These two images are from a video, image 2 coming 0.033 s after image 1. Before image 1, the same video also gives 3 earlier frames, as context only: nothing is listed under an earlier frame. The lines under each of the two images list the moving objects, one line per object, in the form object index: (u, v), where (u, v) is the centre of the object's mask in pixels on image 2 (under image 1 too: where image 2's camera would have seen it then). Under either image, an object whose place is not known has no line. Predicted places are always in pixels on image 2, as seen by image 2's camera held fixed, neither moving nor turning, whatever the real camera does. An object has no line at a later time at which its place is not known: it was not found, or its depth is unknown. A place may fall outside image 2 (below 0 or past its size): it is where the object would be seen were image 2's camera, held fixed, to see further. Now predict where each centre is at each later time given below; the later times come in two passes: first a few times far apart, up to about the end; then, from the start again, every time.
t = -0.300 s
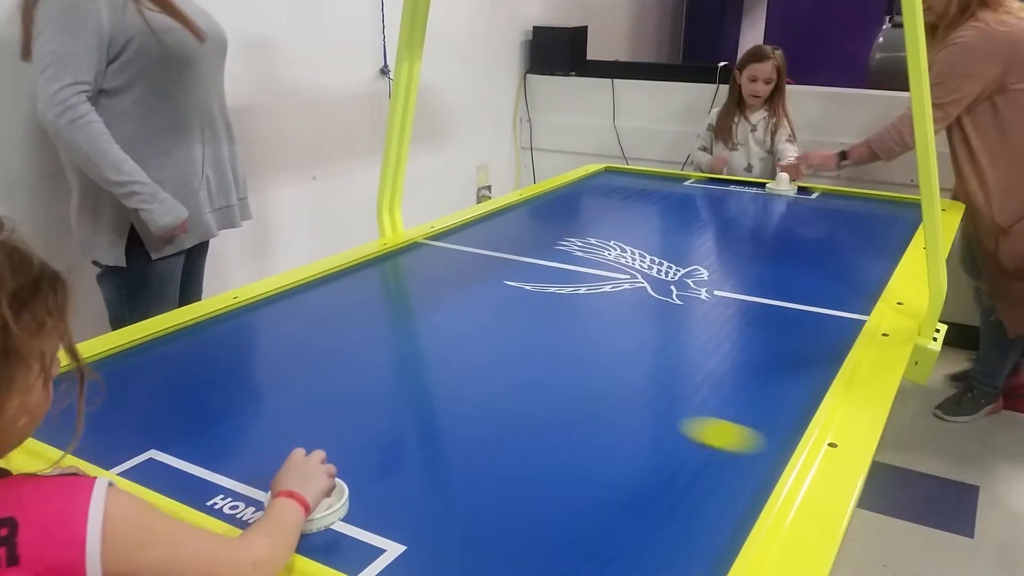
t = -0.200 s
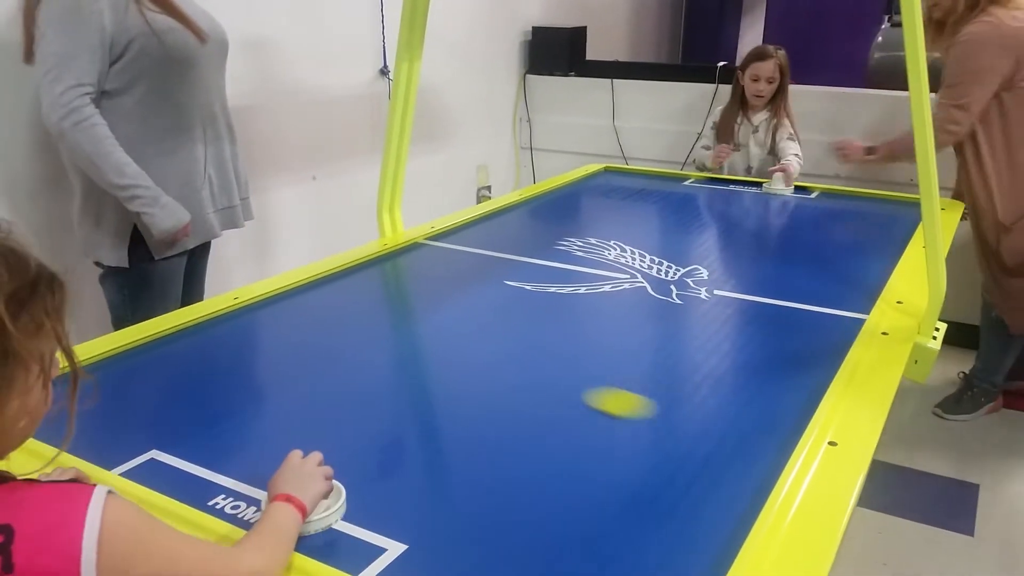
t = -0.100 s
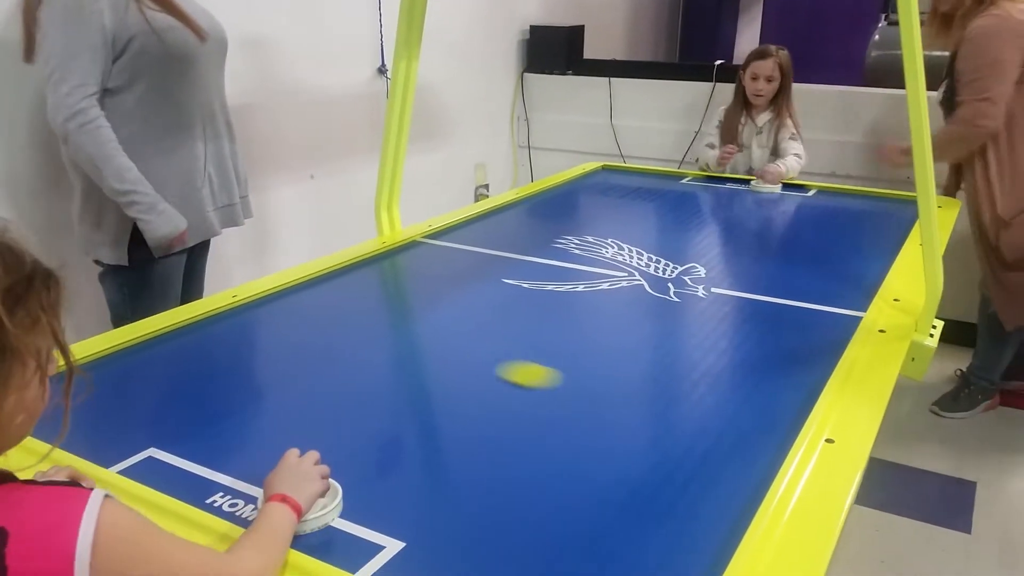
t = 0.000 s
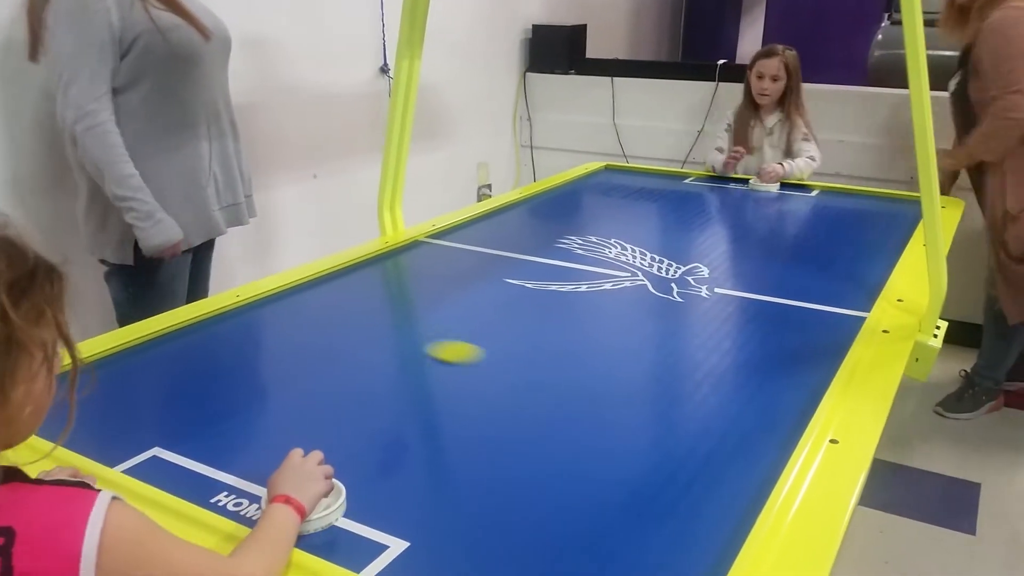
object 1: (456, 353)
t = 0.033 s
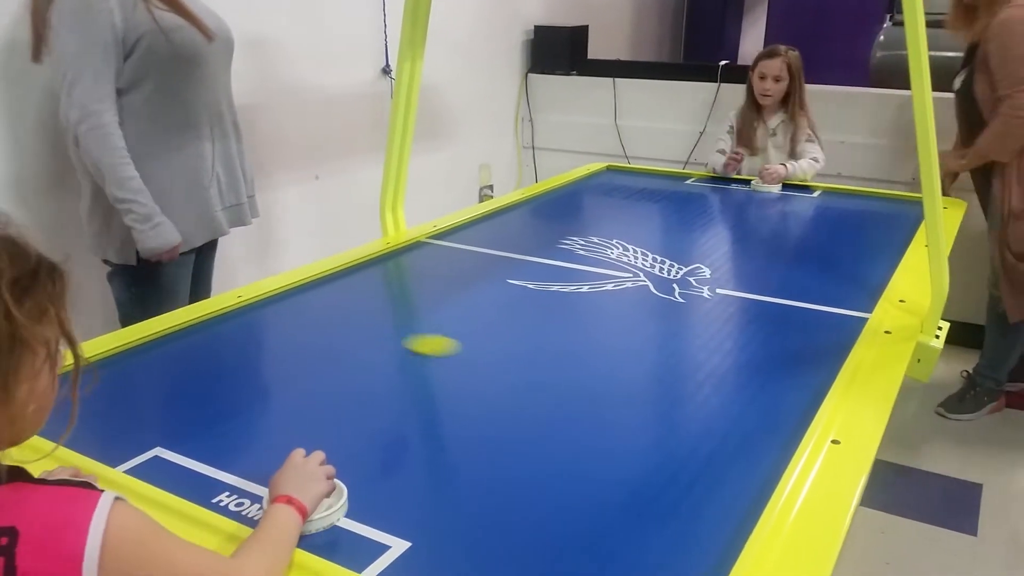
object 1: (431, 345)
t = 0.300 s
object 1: (288, 303)
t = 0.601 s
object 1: (463, 348)
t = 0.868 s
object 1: (664, 400)
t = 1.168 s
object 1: (648, 401)
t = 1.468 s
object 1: (446, 354)
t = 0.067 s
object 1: (409, 338)
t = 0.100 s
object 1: (386, 332)
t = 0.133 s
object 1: (365, 326)
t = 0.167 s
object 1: (344, 320)
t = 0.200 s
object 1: (324, 314)
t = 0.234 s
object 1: (304, 309)
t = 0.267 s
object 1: (287, 303)
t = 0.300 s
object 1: (288, 303)
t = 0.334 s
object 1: (305, 308)
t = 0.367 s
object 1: (324, 313)
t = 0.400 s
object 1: (342, 317)
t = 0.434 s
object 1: (361, 322)
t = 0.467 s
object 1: (380, 327)
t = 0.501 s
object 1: (401, 332)
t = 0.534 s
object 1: (420, 337)
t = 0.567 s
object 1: (441, 342)
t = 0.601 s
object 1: (463, 348)
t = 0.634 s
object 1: (486, 354)
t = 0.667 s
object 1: (508, 360)
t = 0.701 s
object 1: (532, 366)
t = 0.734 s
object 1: (556, 372)
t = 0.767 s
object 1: (582, 379)
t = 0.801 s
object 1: (608, 386)
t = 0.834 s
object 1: (635, 393)
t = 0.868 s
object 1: (664, 400)
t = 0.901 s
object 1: (693, 408)
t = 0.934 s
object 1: (724, 416)
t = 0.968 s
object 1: (755, 424)
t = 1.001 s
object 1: (775, 429)
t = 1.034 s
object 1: (756, 425)
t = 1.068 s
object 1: (728, 418)
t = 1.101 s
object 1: (700, 412)
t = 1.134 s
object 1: (674, 406)
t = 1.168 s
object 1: (648, 401)
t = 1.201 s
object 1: (623, 395)
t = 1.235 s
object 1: (598, 389)
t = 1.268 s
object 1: (574, 384)
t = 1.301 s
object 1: (552, 379)
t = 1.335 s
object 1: (530, 374)
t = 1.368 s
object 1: (508, 369)
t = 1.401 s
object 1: (487, 364)
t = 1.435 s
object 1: (466, 359)
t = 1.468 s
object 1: (446, 354)
